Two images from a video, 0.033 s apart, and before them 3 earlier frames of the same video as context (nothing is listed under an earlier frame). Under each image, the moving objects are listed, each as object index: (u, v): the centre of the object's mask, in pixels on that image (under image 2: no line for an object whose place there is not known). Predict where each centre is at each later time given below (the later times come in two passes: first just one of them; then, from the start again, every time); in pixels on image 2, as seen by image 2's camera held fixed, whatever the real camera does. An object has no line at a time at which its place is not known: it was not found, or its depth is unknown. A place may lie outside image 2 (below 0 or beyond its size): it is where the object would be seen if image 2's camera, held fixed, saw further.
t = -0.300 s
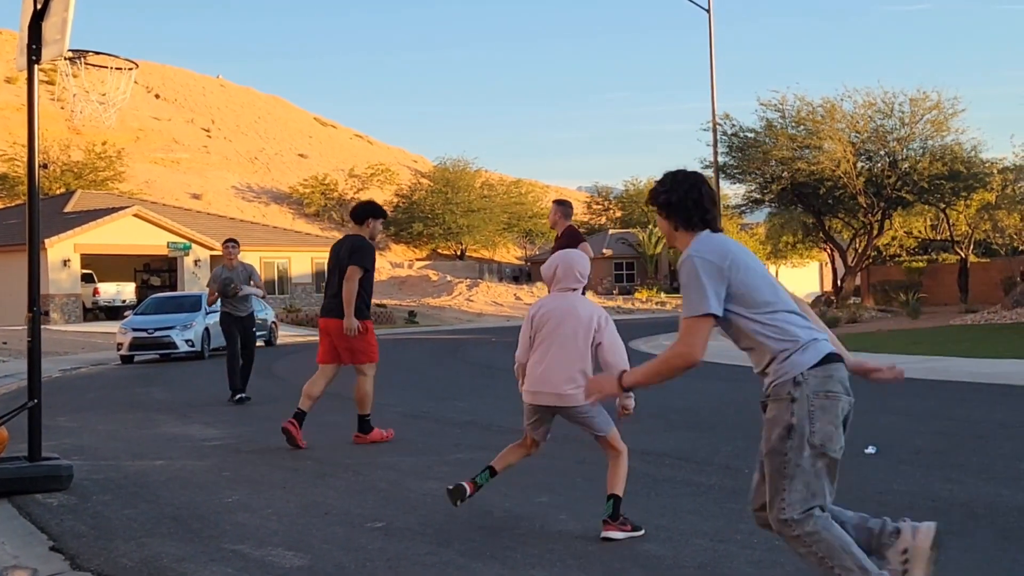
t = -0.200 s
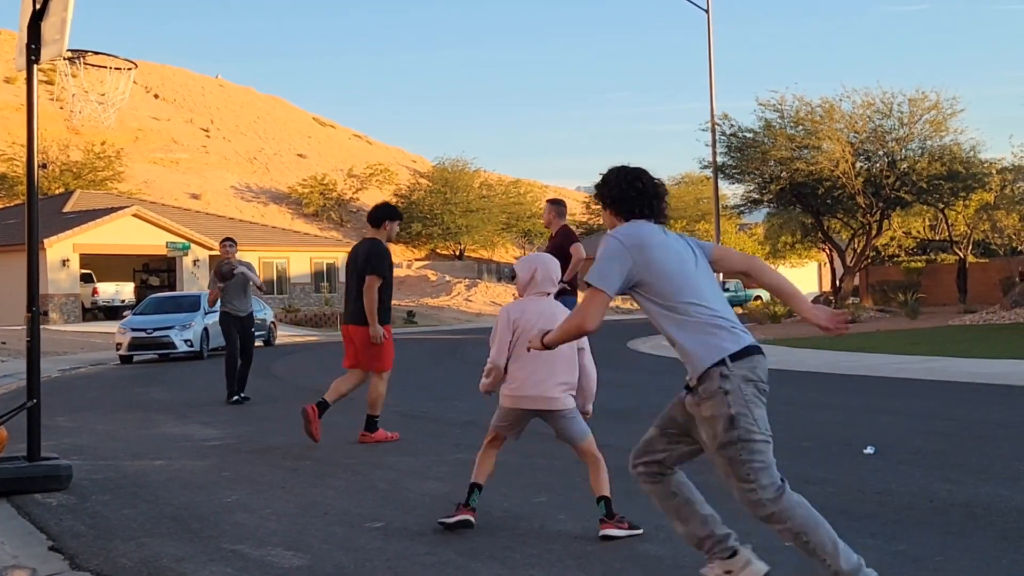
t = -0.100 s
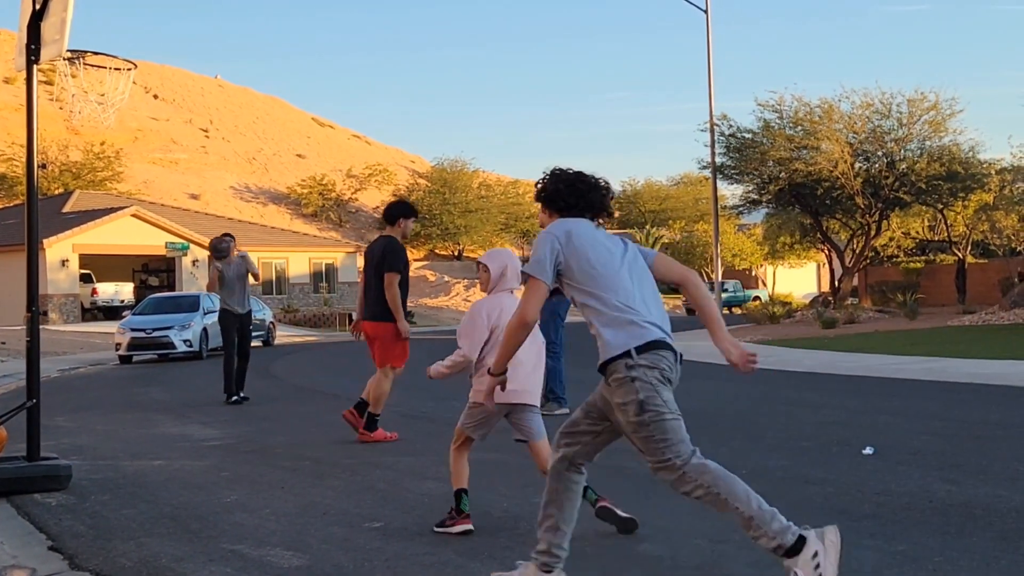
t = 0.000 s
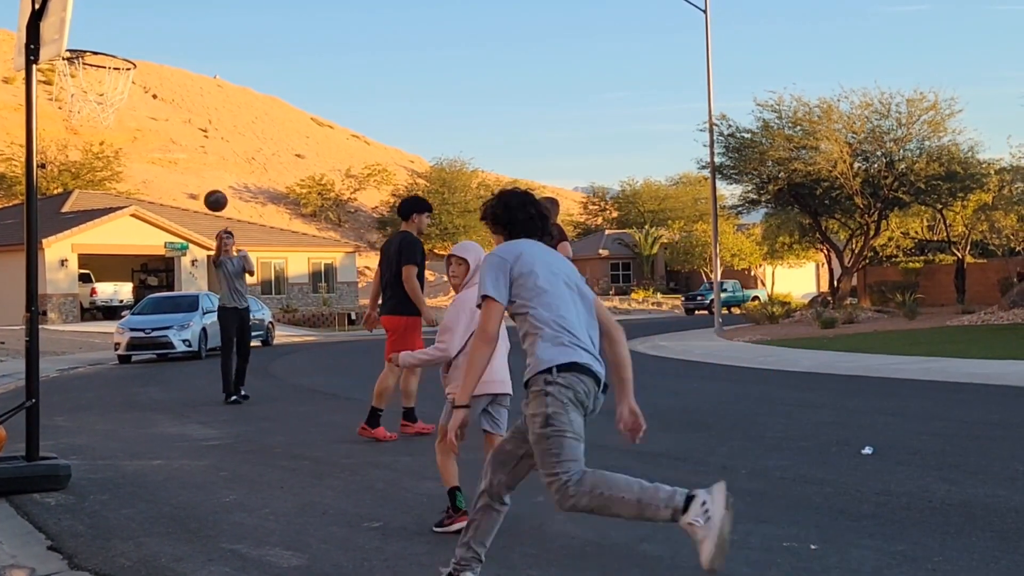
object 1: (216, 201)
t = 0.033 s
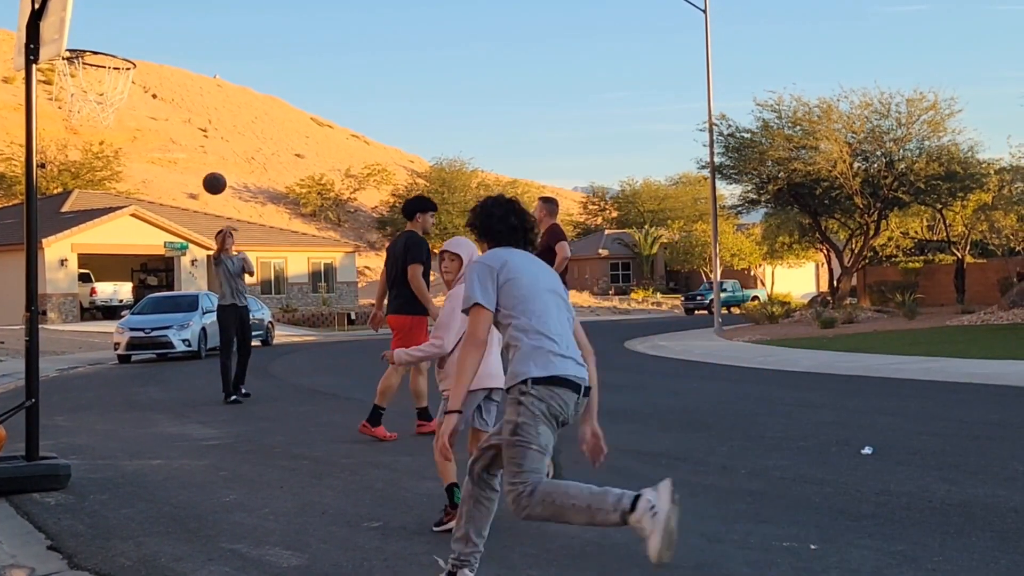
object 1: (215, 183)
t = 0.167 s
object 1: (210, 121)
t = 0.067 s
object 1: (214, 166)
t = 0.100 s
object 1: (212, 151)
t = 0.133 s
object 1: (211, 135)
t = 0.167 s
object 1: (210, 121)
